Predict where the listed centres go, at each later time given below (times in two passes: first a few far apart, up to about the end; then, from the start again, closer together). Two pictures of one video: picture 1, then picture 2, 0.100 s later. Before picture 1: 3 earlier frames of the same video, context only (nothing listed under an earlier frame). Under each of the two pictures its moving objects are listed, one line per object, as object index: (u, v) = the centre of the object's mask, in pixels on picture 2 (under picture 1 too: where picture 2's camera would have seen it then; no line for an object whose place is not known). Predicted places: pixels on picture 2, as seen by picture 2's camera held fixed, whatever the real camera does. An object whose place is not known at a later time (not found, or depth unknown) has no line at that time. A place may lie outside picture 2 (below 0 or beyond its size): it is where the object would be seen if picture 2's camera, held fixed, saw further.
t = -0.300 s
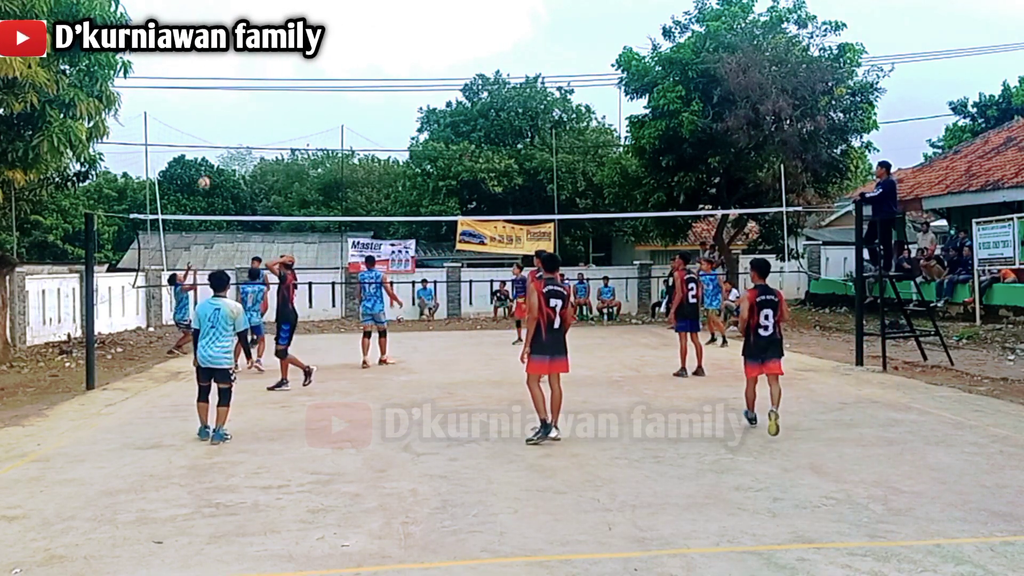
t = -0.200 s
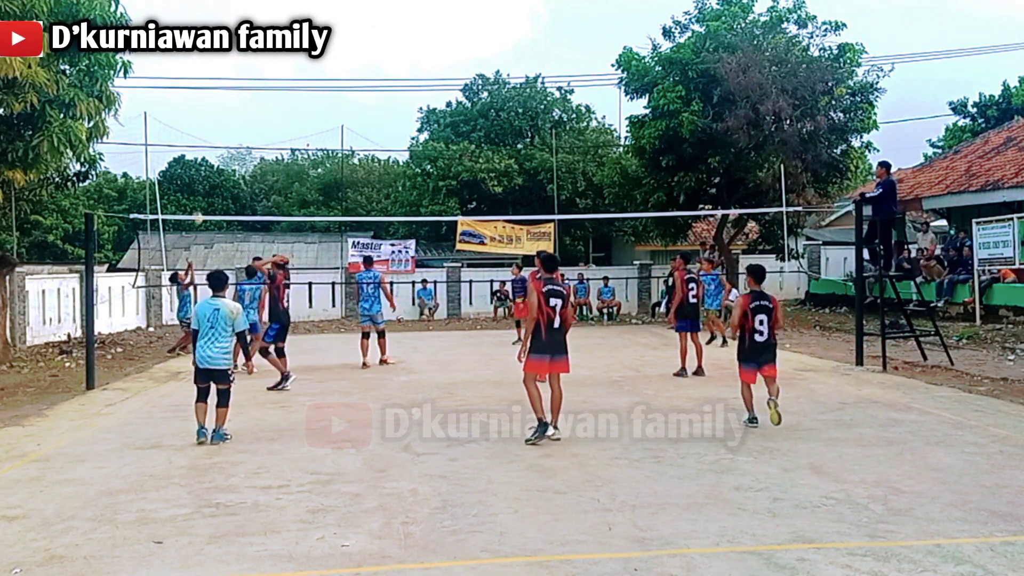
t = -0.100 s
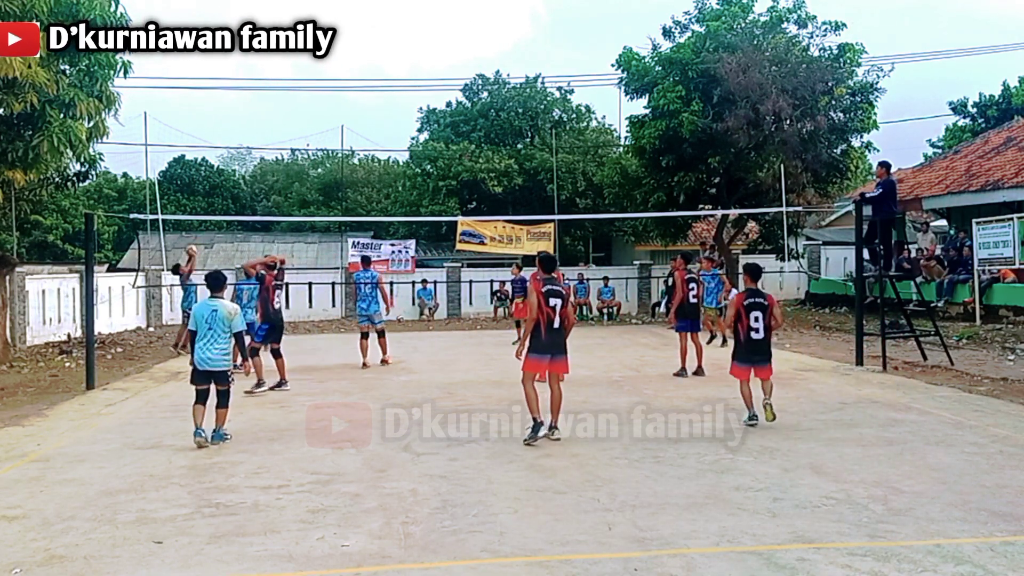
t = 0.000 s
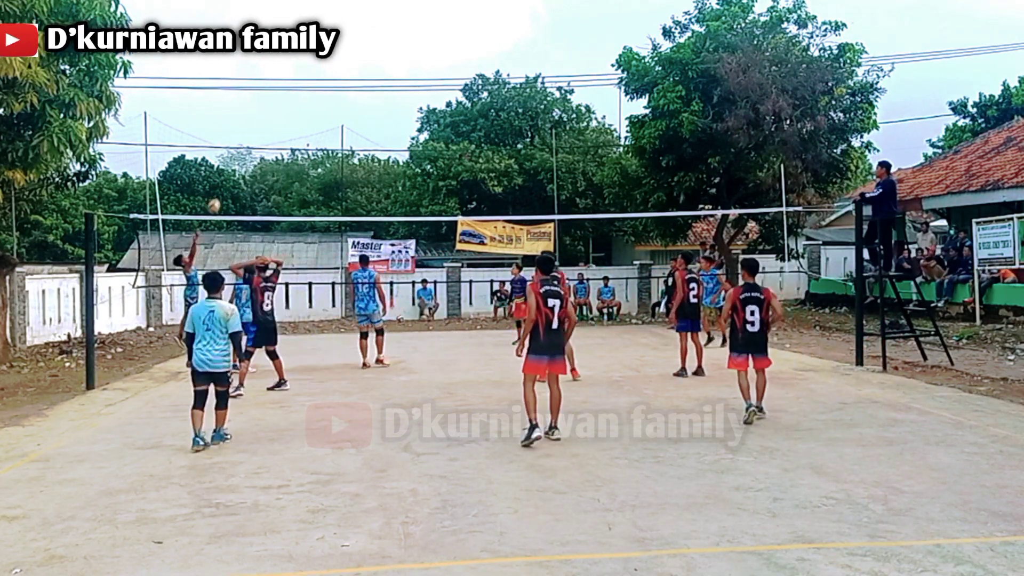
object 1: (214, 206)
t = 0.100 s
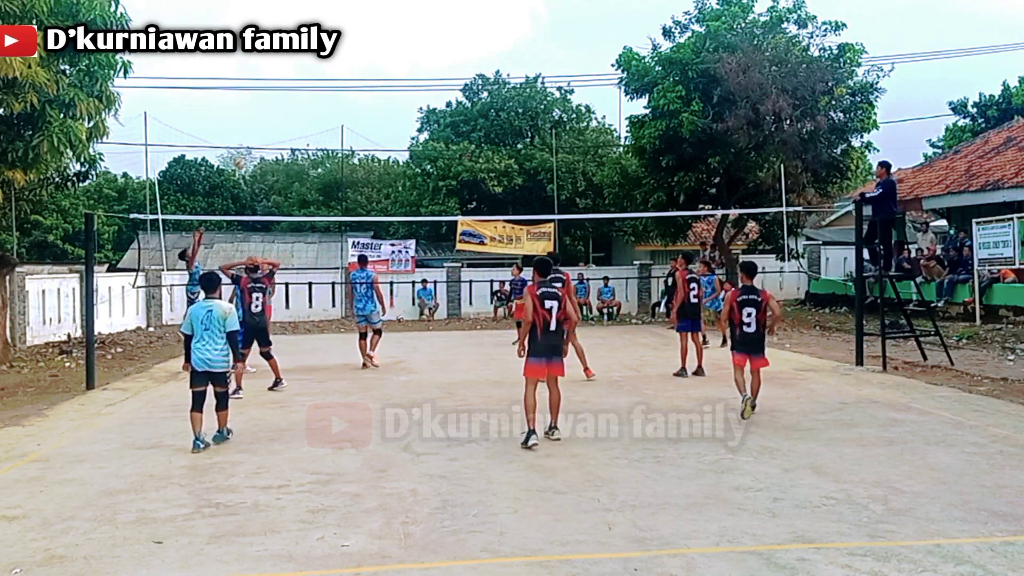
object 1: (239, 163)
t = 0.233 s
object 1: (272, 117)
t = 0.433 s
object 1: (321, 67)
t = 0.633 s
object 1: (371, 40)
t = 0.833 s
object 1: (421, 35)
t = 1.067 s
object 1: (478, 59)
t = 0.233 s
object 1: (272, 117)
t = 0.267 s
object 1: (280, 107)
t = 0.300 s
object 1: (288, 98)
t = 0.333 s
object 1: (297, 89)
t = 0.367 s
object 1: (305, 81)
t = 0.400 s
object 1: (313, 74)
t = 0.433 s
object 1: (321, 67)
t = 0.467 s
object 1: (329, 61)
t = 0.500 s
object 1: (338, 55)
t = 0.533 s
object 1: (346, 50)
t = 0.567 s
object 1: (355, 46)
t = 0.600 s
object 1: (363, 42)
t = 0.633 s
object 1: (371, 40)
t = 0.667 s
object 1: (380, 37)
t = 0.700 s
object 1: (388, 35)
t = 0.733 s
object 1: (396, 34)
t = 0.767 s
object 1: (405, 34)
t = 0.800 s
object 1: (413, 34)
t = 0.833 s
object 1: (421, 35)
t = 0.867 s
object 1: (429, 37)
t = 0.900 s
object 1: (437, 39)
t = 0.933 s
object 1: (445, 41)
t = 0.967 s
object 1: (454, 45)
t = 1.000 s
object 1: (462, 49)
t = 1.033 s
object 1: (469, 54)
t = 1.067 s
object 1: (478, 59)
